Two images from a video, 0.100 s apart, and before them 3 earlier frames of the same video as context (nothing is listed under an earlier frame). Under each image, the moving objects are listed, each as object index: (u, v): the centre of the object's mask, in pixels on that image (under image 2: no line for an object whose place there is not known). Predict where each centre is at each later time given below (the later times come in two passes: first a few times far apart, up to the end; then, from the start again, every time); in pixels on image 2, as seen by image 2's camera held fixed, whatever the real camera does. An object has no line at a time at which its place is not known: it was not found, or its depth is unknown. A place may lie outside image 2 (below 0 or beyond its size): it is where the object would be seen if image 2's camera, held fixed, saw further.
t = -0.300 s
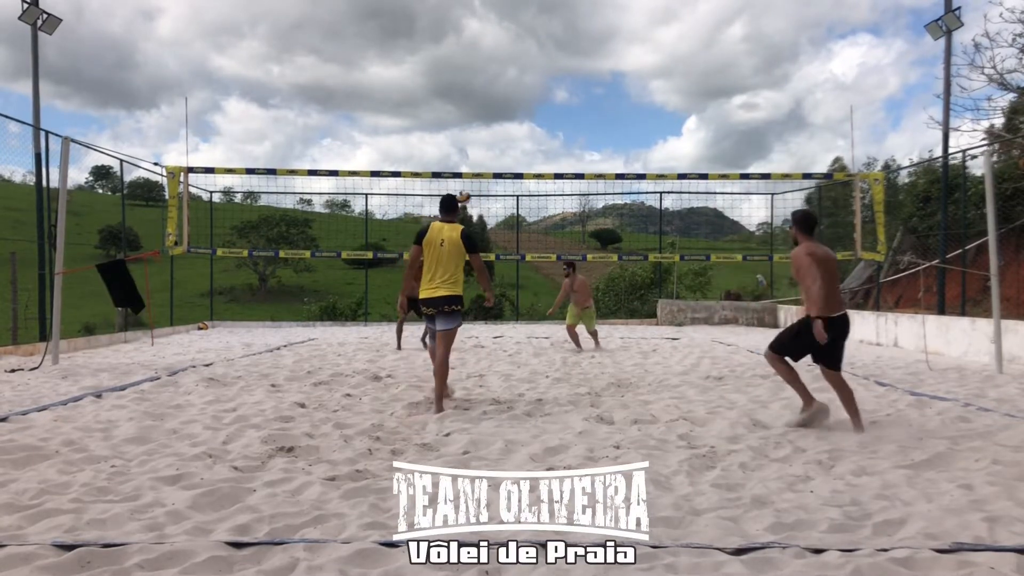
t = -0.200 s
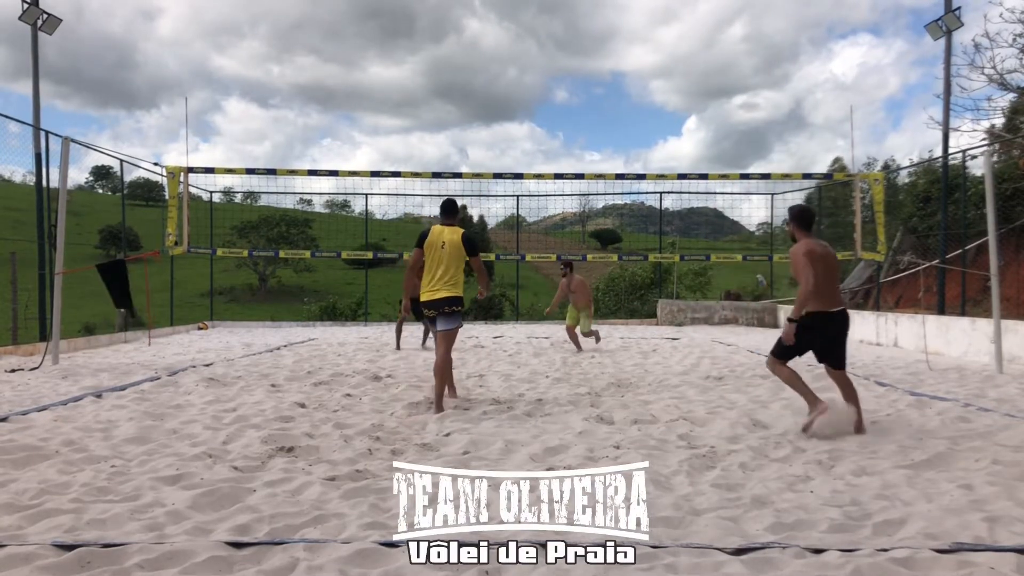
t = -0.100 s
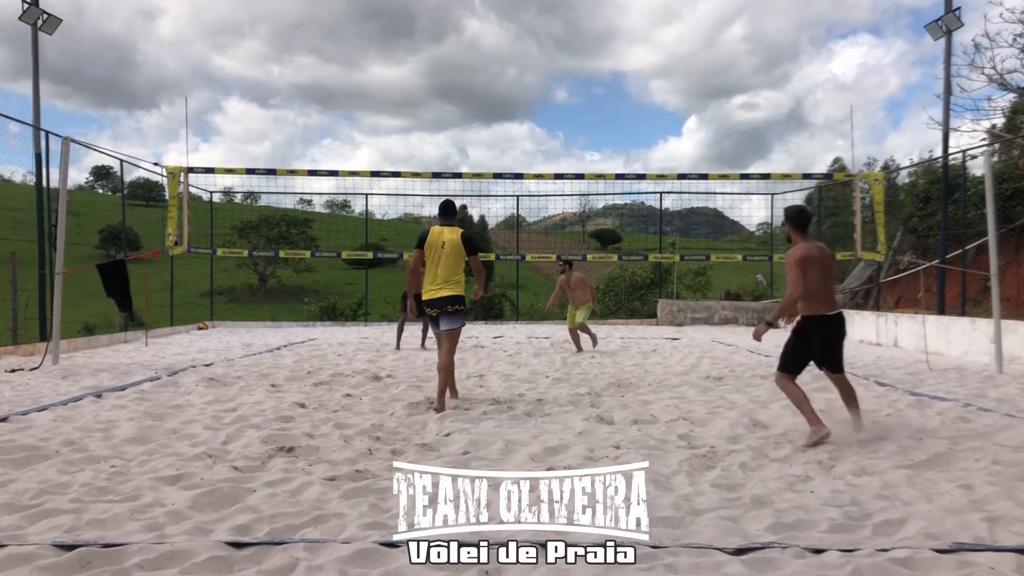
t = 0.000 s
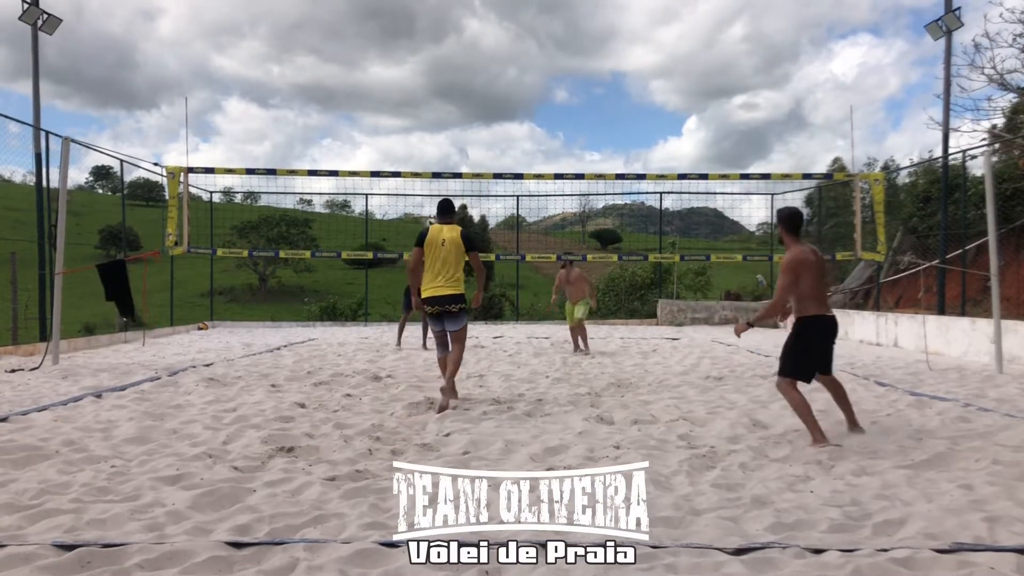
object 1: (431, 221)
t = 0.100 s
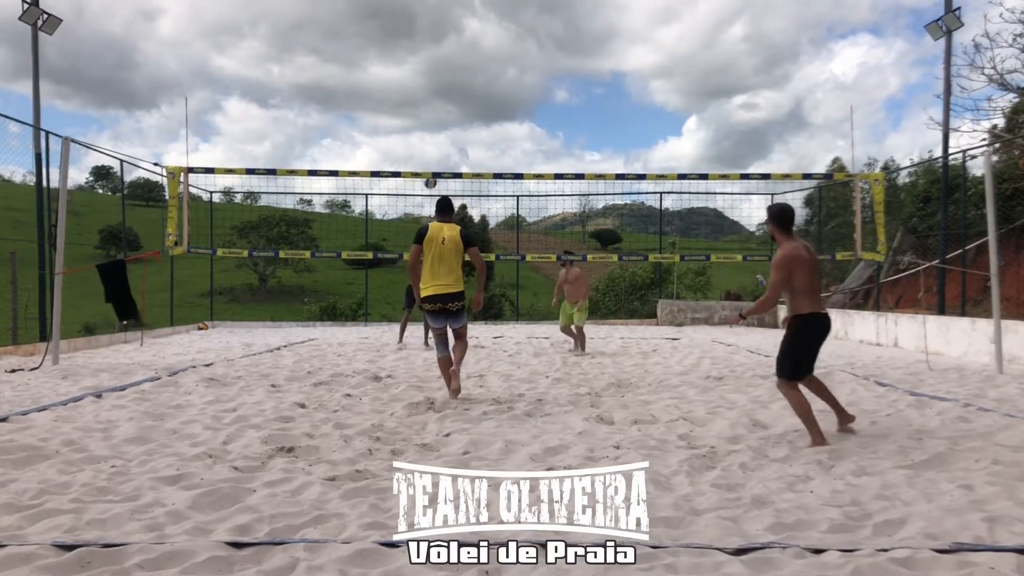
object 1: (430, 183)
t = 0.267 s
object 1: (428, 123)
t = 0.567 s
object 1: (426, 58)
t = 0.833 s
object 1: (427, 49)
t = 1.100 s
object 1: (430, 88)
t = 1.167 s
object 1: (432, 105)
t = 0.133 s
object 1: (430, 168)
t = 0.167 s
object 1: (429, 156)
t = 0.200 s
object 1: (429, 144)
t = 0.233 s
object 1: (428, 133)
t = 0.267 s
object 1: (428, 123)
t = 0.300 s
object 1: (428, 113)
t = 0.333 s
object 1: (428, 104)
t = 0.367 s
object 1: (428, 95)
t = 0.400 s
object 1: (427, 87)
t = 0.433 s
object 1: (427, 79)
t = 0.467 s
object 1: (426, 73)
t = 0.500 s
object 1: (426, 67)
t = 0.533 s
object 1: (426, 62)
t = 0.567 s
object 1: (426, 58)
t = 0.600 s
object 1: (427, 55)
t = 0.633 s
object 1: (427, 51)
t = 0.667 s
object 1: (427, 49)
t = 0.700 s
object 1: (427, 47)
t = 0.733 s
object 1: (426, 46)
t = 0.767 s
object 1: (427, 46)
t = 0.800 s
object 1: (427, 47)
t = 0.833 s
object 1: (427, 49)
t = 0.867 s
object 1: (428, 52)
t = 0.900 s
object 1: (428, 54)
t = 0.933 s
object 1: (429, 58)
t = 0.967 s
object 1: (429, 62)
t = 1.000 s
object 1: (429, 67)
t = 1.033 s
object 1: (429, 73)
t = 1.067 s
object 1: (430, 81)
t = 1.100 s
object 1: (430, 88)
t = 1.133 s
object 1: (431, 98)
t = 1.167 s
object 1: (432, 105)
